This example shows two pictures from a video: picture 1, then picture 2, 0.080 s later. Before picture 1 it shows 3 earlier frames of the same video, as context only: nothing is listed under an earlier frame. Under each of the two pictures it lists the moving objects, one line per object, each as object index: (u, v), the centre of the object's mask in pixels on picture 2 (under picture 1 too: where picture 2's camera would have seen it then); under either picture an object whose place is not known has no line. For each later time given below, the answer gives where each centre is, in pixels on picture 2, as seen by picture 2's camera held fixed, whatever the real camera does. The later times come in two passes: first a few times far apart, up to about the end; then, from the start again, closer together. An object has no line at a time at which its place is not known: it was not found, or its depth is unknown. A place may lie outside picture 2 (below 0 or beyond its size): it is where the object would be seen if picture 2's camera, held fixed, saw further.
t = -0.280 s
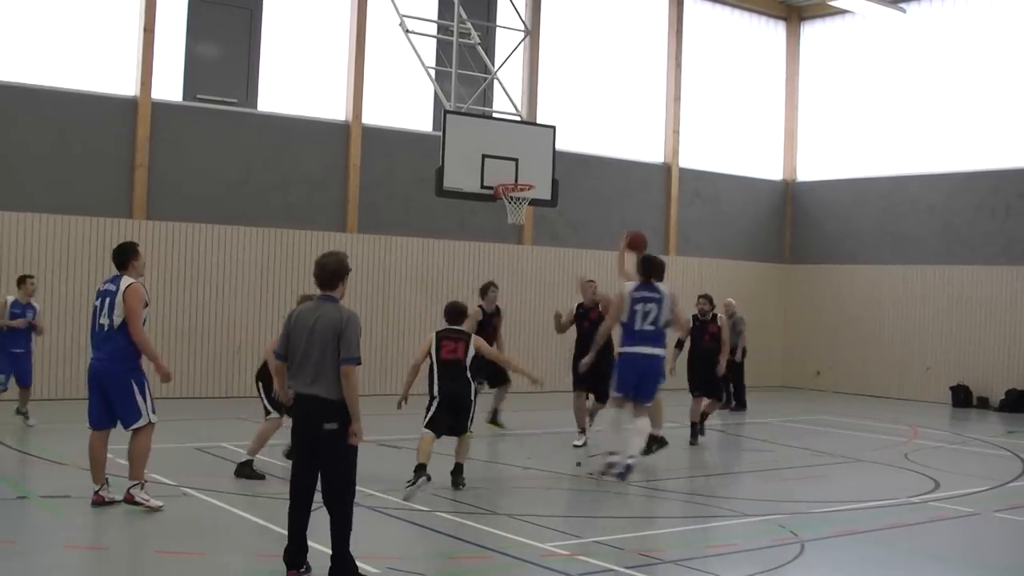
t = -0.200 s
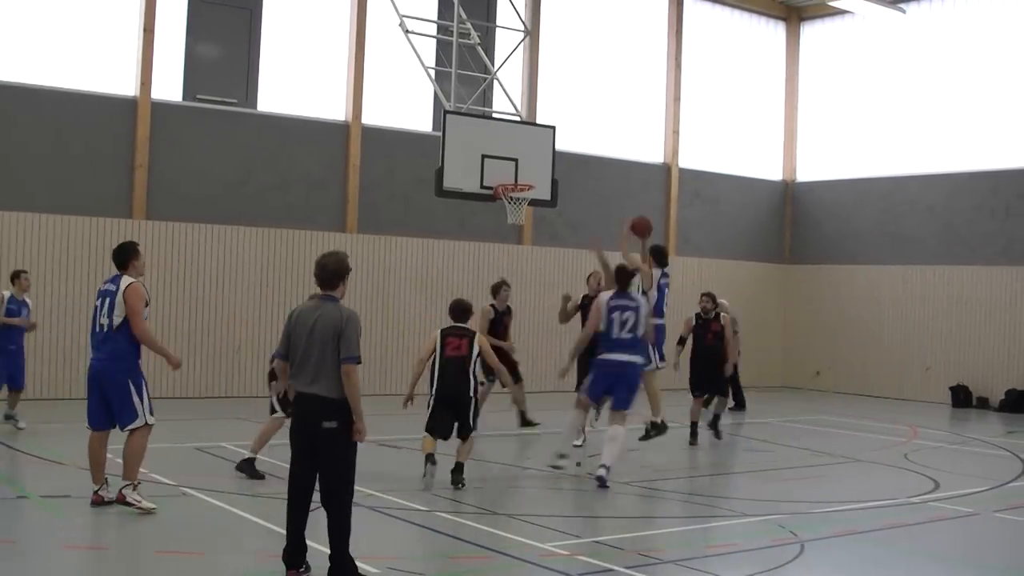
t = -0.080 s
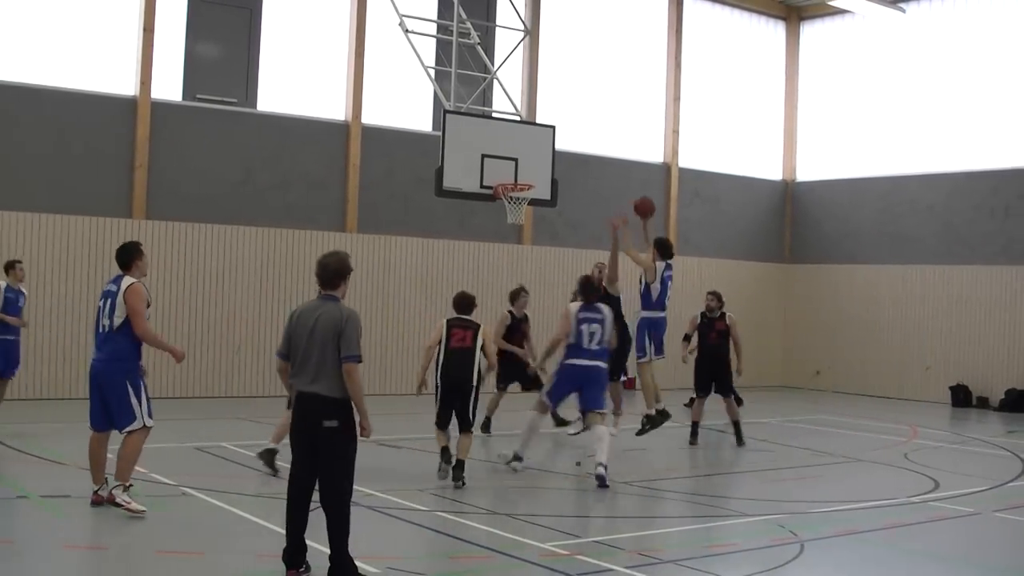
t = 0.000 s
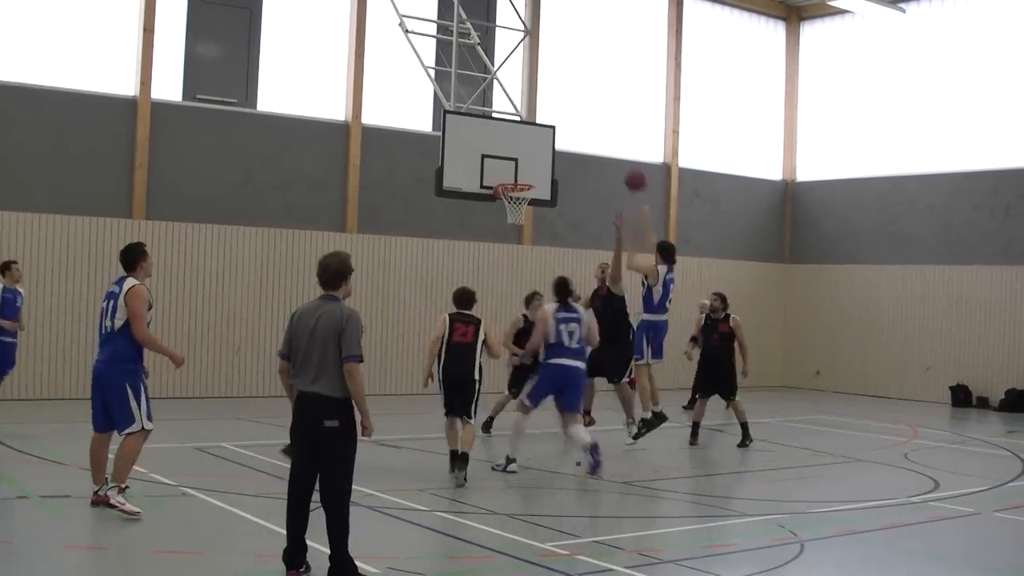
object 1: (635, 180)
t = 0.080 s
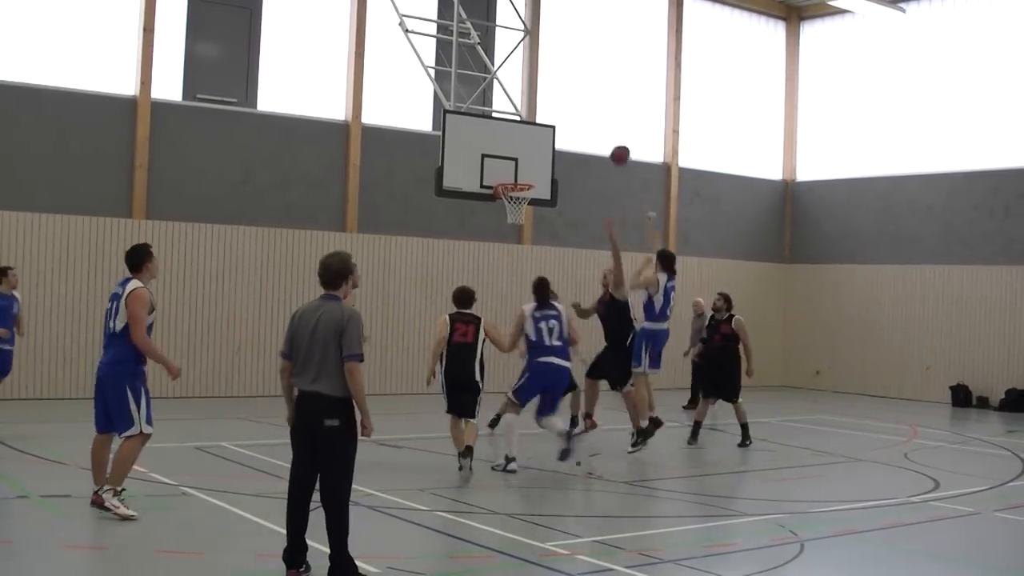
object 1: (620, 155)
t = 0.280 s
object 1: (584, 118)
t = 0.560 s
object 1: (537, 126)
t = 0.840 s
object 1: (514, 177)
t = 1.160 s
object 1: (512, 172)
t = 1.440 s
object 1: (518, 174)
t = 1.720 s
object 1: (518, 212)
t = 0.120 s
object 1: (612, 144)
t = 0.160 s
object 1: (605, 135)
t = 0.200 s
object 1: (598, 128)
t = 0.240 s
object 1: (590, 122)
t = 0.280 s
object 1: (584, 118)
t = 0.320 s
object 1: (577, 115)
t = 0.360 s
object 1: (570, 114)
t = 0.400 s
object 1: (563, 114)
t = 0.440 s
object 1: (557, 115)
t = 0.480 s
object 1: (550, 118)
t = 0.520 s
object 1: (544, 121)
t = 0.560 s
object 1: (537, 126)
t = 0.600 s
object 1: (531, 131)
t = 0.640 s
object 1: (525, 138)
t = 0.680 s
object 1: (519, 146)
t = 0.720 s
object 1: (513, 155)
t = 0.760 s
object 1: (507, 166)
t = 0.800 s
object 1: (507, 175)
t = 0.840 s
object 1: (514, 177)
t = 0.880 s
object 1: (522, 179)
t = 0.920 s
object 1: (521, 179)
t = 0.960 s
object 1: (512, 178)
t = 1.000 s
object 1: (505, 177)
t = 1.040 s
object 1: (508, 175)
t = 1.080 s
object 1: (509, 173)
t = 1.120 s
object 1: (511, 172)
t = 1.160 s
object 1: (512, 172)
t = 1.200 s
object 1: (514, 173)
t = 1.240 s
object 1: (515, 175)
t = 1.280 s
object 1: (516, 176)
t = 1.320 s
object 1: (517, 175)
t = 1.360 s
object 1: (517, 173)
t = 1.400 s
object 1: (518, 173)
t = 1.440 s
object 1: (518, 174)
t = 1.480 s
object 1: (519, 175)
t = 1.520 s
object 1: (519, 177)
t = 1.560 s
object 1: (519, 180)
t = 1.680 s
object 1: (523, 205)
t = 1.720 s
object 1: (518, 212)
